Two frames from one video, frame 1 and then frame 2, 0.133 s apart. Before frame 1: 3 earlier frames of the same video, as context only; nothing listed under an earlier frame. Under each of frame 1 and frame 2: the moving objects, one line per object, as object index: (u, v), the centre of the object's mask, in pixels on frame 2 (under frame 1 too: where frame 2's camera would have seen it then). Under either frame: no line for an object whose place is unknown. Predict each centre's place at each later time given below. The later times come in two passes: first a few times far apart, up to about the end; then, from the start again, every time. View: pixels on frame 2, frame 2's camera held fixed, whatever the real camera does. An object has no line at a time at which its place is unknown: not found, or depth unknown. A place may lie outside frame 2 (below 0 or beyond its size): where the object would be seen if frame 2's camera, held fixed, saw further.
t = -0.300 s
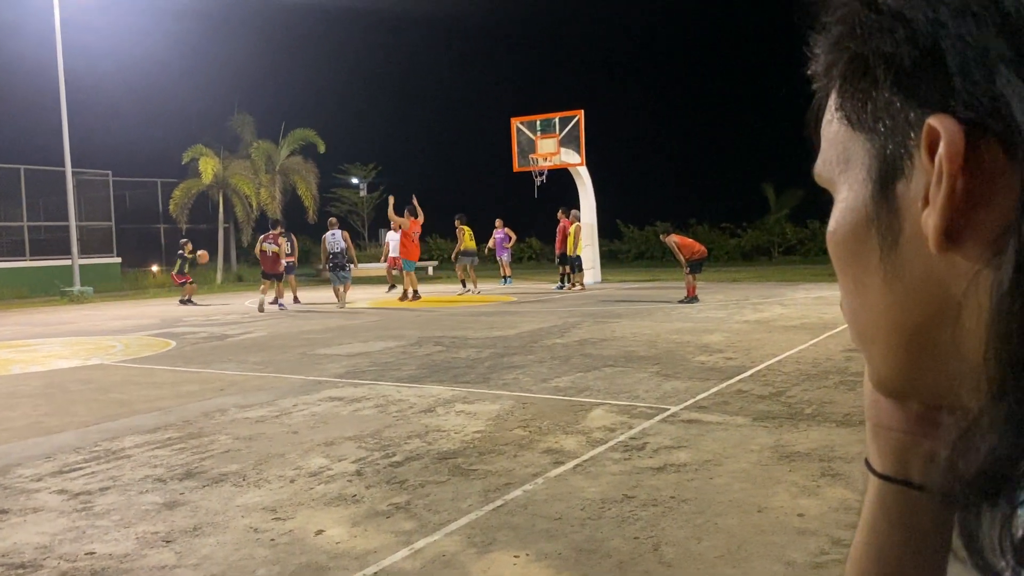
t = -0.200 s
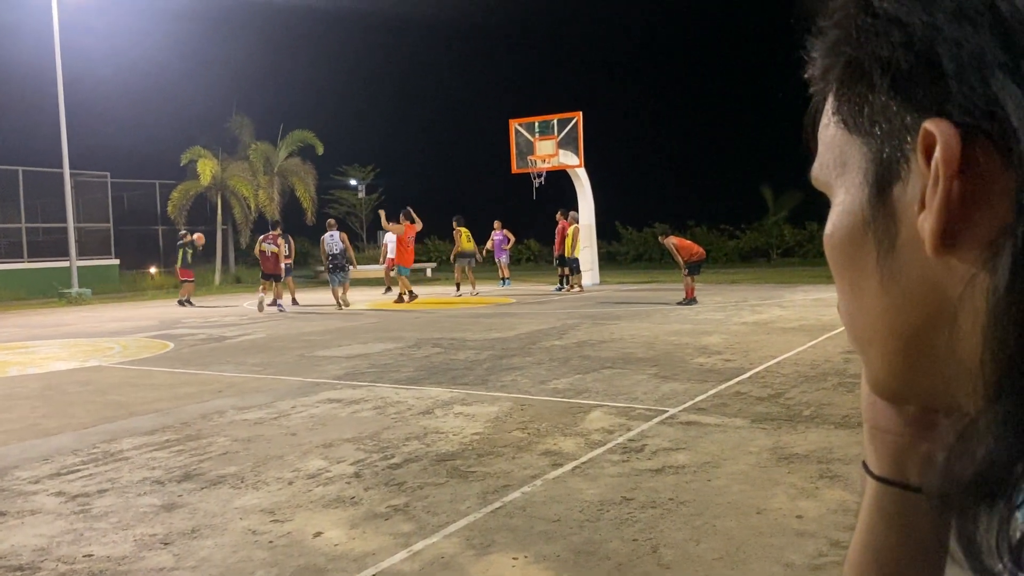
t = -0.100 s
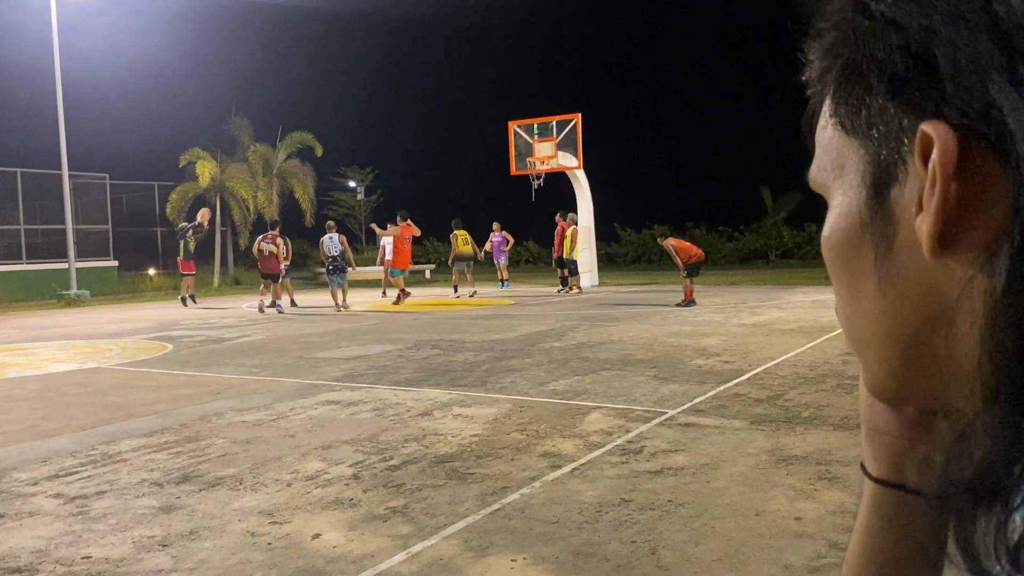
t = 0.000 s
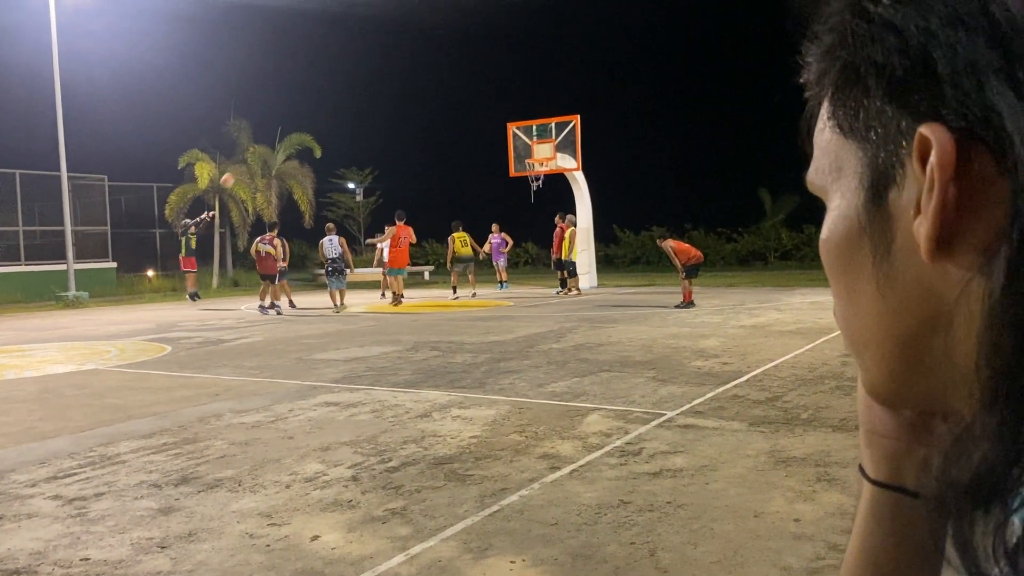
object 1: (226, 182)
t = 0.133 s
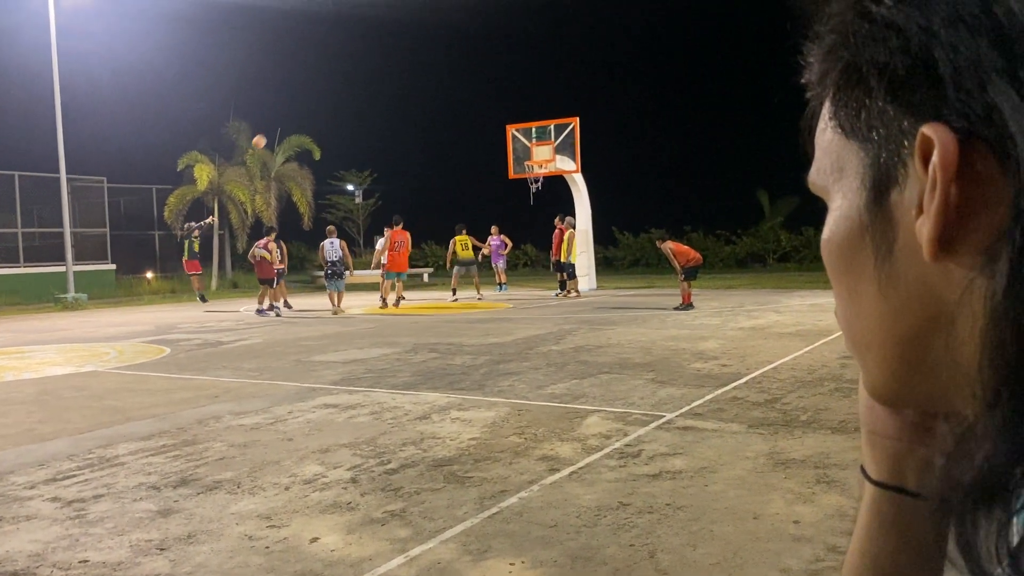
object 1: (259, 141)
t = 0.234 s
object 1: (282, 117)
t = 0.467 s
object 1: (337, 78)
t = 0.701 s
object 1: (391, 65)
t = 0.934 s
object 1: (443, 77)
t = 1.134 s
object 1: (487, 106)
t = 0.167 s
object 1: (267, 133)
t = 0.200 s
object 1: (275, 125)
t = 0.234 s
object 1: (282, 117)
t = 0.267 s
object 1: (290, 110)
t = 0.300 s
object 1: (298, 103)
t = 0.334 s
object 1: (305, 97)
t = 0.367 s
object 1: (314, 91)
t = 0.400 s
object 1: (322, 86)
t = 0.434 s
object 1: (329, 82)
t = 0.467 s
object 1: (337, 78)
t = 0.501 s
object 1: (345, 75)
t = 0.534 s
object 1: (353, 72)
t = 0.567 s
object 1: (360, 69)
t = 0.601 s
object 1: (368, 67)
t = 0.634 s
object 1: (375, 66)
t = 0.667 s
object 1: (383, 65)
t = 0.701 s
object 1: (391, 65)
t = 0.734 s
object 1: (398, 65)
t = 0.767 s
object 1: (406, 66)
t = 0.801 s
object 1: (414, 67)
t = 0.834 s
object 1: (421, 69)
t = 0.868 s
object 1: (429, 71)
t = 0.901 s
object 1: (436, 73)
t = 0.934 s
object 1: (443, 77)
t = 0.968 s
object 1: (451, 80)
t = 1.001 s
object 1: (458, 84)
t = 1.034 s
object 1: (465, 89)
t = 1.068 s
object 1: (473, 94)
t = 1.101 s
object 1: (480, 100)
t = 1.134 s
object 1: (487, 106)
